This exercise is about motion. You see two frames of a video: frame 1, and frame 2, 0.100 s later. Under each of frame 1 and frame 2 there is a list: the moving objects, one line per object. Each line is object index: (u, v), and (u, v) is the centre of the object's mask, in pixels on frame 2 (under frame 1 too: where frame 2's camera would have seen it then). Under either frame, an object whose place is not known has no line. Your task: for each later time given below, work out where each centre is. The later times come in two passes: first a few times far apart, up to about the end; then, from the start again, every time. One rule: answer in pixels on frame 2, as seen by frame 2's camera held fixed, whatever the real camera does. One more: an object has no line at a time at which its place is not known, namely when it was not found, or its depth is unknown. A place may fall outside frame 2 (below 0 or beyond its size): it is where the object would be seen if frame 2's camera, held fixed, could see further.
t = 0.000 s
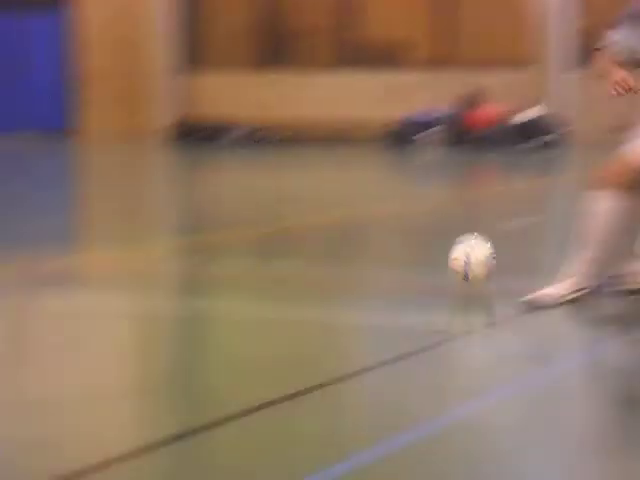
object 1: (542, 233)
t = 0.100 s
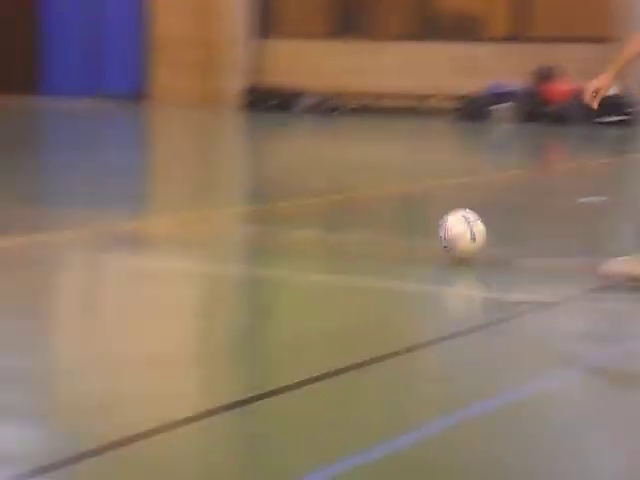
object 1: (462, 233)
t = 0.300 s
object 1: (335, 227)
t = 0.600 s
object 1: (188, 221)
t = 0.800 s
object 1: (101, 220)
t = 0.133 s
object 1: (439, 232)
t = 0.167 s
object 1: (417, 232)
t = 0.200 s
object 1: (395, 229)
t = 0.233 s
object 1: (374, 229)
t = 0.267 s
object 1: (354, 228)
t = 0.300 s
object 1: (335, 227)
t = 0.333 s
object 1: (316, 226)
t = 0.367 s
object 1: (299, 225)
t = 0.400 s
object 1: (281, 225)
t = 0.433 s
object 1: (265, 225)
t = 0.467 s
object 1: (251, 223)
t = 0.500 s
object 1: (234, 222)
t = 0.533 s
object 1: (218, 222)
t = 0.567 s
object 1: (206, 220)
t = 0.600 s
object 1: (188, 221)
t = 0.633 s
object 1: (174, 221)
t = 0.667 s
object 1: (160, 220)
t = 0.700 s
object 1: (145, 221)
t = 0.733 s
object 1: (131, 221)
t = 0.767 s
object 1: (117, 221)
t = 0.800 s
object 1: (101, 220)
